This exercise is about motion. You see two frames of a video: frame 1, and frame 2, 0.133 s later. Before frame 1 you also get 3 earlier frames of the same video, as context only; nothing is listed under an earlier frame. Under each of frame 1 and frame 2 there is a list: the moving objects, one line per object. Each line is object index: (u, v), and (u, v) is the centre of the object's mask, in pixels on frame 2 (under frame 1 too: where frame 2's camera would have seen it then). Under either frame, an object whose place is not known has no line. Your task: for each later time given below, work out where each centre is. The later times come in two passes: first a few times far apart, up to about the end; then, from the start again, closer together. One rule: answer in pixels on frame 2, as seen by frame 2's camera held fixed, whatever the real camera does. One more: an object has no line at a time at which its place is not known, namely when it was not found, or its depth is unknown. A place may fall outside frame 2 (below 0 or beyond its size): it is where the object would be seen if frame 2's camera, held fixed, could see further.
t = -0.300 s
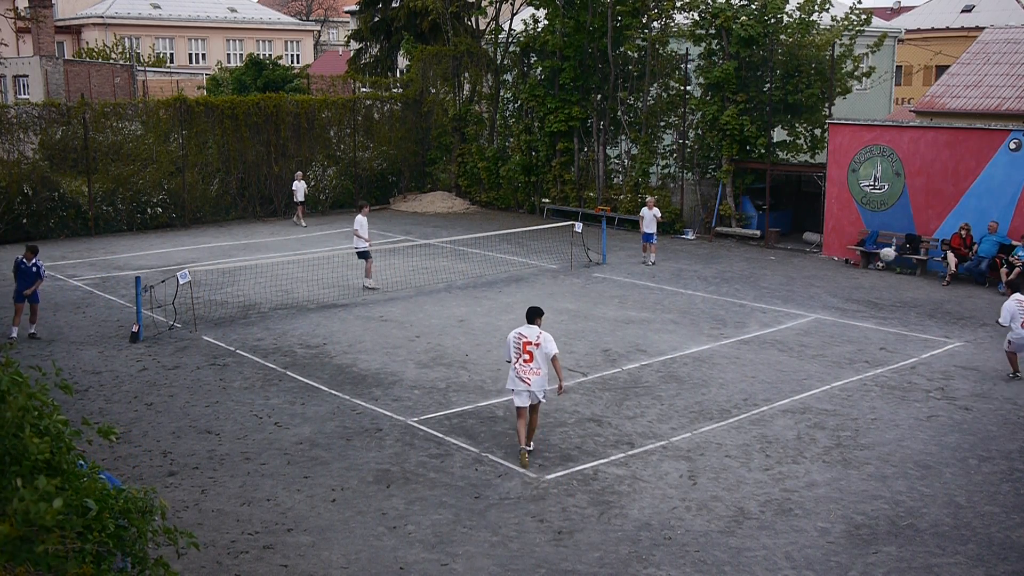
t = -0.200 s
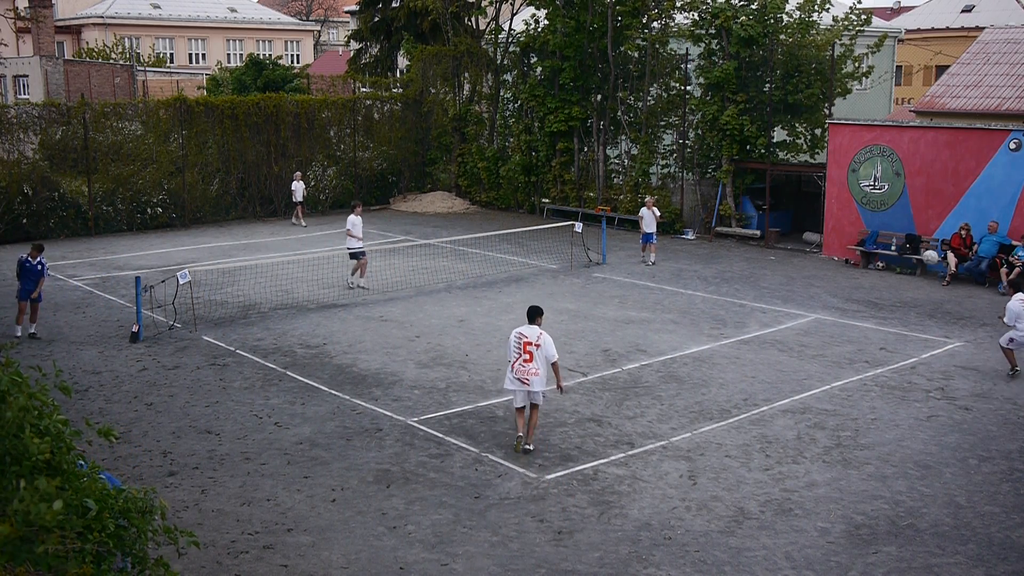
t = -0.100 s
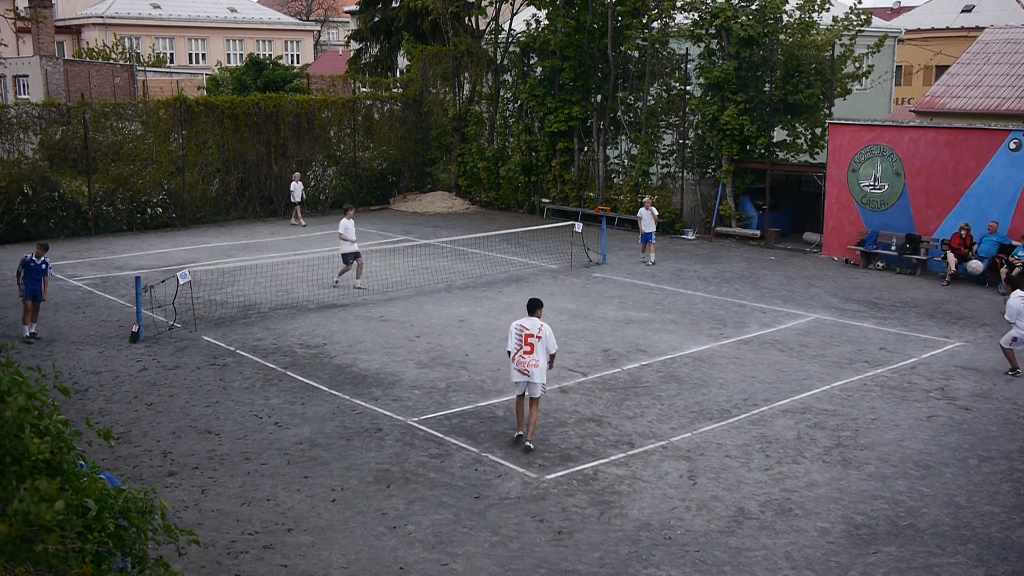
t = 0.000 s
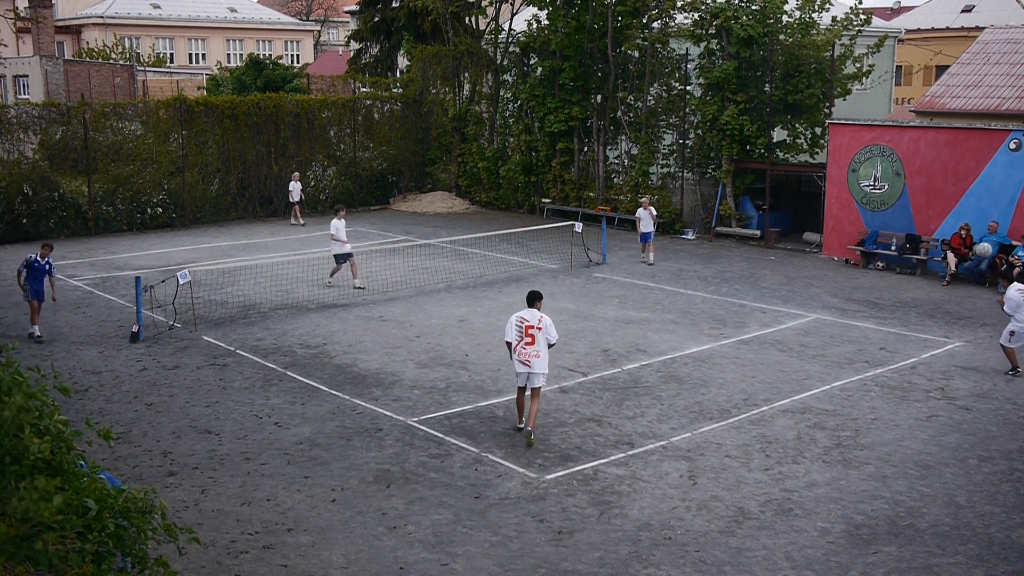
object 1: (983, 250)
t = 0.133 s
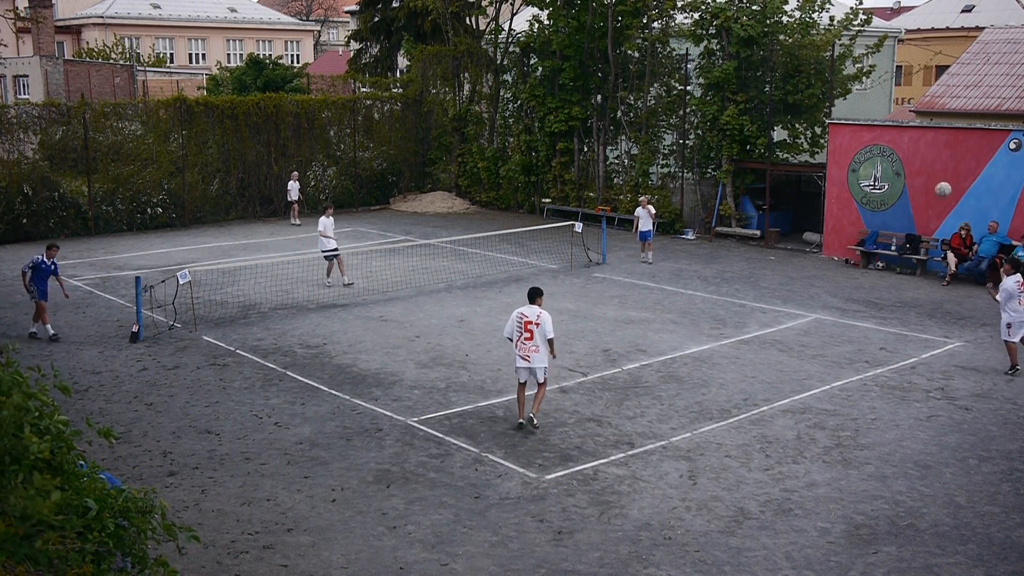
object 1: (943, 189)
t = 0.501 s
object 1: (836, 89)
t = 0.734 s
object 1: (772, 73)
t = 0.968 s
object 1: (708, 91)
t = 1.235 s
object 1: (639, 151)
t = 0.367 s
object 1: (875, 114)
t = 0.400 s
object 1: (865, 107)
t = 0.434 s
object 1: (855, 100)
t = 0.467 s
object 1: (846, 94)
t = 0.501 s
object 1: (836, 89)
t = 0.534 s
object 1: (827, 85)
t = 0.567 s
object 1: (818, 80)
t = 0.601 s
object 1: (808, 77)
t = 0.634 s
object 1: (799, 75)
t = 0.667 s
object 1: (790, 74)
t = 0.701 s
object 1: (780, 73)
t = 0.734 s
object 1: (772, 73)
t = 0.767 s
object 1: (762, 74)
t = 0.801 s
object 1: (753, 75)
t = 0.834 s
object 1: (744, 77)
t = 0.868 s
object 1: (735, 79)
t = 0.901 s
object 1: (726, 83)
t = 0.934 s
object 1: (717, 87)
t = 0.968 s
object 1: (708, 91)
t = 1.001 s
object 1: (700, 96)
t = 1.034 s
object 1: (691, 103)
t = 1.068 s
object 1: (682, 110)
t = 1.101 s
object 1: (673, 117)
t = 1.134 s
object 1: (665, 125)
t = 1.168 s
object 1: (657, 133)
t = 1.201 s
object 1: (648, 141)
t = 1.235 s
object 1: (639, 151)
